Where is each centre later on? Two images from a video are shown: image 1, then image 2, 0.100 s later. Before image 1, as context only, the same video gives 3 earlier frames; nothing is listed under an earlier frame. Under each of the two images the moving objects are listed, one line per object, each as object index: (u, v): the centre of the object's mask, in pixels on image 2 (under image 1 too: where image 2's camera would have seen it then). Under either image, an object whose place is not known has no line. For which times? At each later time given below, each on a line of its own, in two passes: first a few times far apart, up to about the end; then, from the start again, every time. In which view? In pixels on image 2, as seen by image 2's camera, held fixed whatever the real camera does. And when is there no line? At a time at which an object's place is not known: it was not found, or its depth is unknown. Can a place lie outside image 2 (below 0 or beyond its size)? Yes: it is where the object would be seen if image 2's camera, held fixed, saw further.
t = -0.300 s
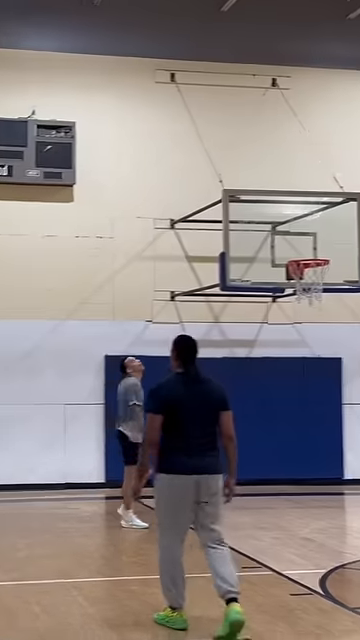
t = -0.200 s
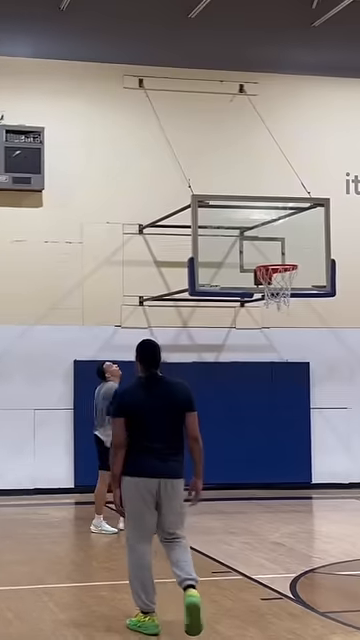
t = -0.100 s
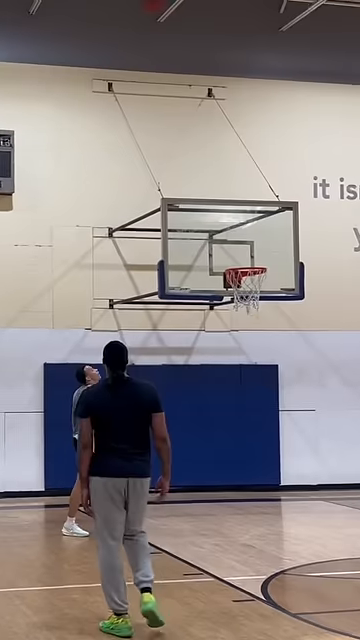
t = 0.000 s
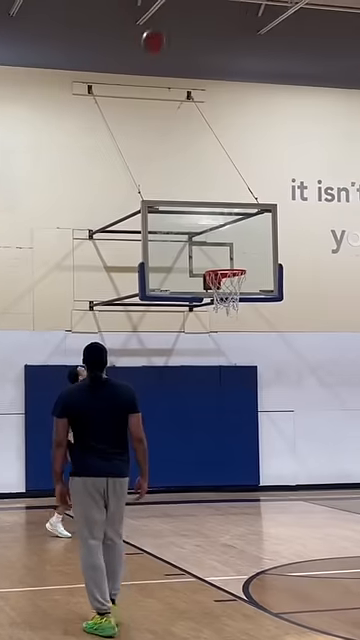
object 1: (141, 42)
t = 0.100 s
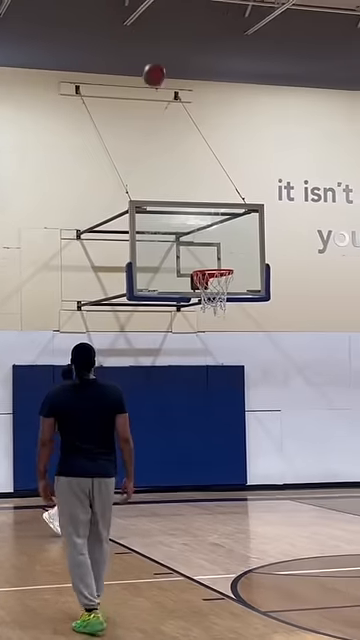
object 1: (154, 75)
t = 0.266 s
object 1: (177, 149)
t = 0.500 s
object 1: (206, 268)
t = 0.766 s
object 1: (233, 279)
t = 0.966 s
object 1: (226, 303)
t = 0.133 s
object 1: (159, 89)
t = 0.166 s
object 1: (164, 103)
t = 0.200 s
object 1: (169, 118)
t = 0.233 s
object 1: (173, 133)
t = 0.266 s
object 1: (177, 149)
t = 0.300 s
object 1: (182, 165)
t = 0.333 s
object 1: (186, 181)
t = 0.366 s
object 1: (190, 198)
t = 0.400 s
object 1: (194, 215)
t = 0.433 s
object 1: (198, 232)
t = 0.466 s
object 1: (201, 252)
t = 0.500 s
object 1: (206, 268)
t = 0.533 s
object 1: (215, 278)
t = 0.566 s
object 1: (227, 284)
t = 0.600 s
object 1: (231, 284)
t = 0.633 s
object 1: (232, 280)
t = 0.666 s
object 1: (234, 278)
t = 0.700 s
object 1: (234, 277)
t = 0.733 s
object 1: (233, 278)
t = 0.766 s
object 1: (233, 279)
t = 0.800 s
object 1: (232, 280)
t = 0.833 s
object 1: (230, 286)
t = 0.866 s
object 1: (229, 289)
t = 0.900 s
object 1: (229, 292)
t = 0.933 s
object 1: (229, 300)
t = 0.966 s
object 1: (226, 303)
